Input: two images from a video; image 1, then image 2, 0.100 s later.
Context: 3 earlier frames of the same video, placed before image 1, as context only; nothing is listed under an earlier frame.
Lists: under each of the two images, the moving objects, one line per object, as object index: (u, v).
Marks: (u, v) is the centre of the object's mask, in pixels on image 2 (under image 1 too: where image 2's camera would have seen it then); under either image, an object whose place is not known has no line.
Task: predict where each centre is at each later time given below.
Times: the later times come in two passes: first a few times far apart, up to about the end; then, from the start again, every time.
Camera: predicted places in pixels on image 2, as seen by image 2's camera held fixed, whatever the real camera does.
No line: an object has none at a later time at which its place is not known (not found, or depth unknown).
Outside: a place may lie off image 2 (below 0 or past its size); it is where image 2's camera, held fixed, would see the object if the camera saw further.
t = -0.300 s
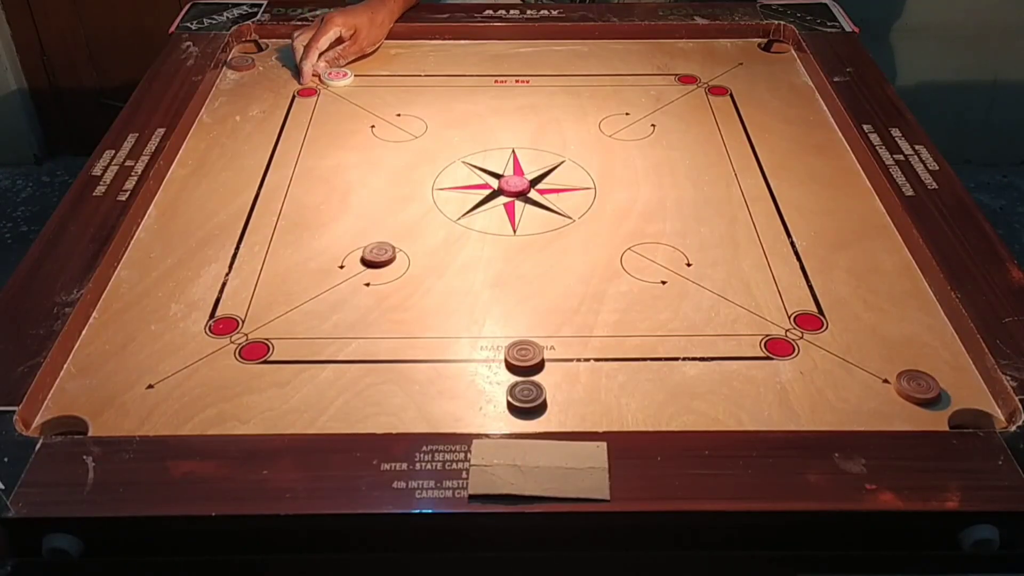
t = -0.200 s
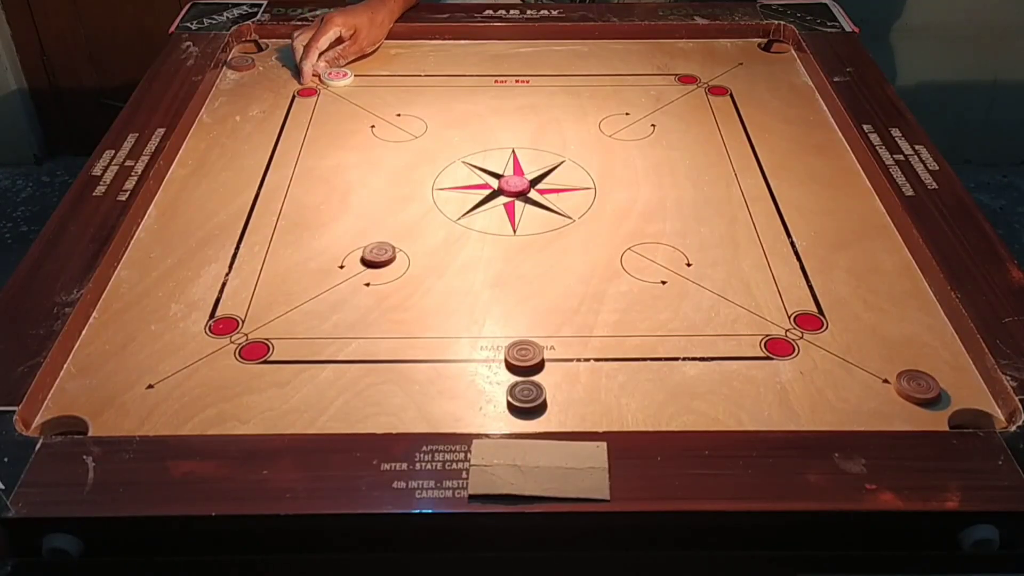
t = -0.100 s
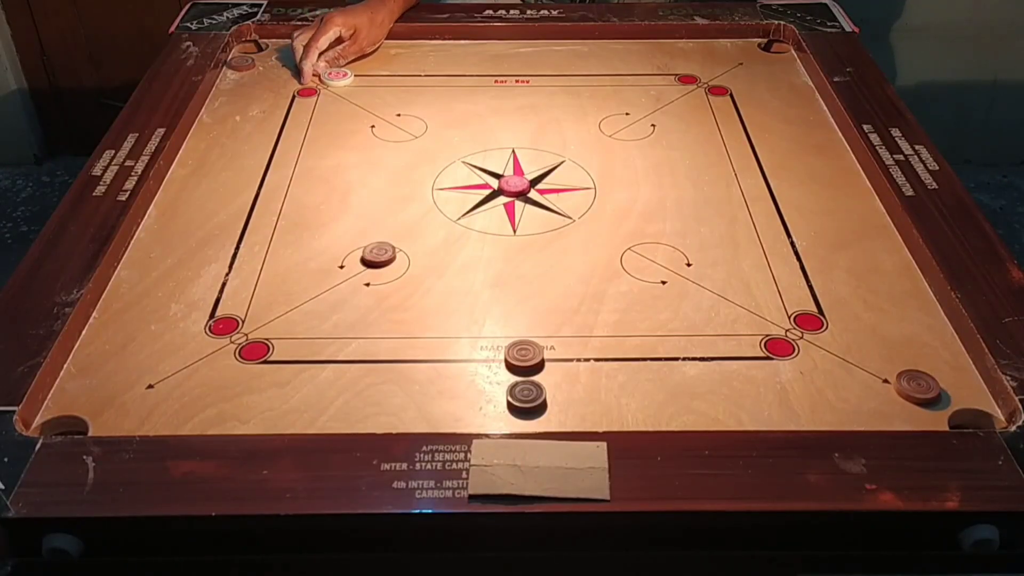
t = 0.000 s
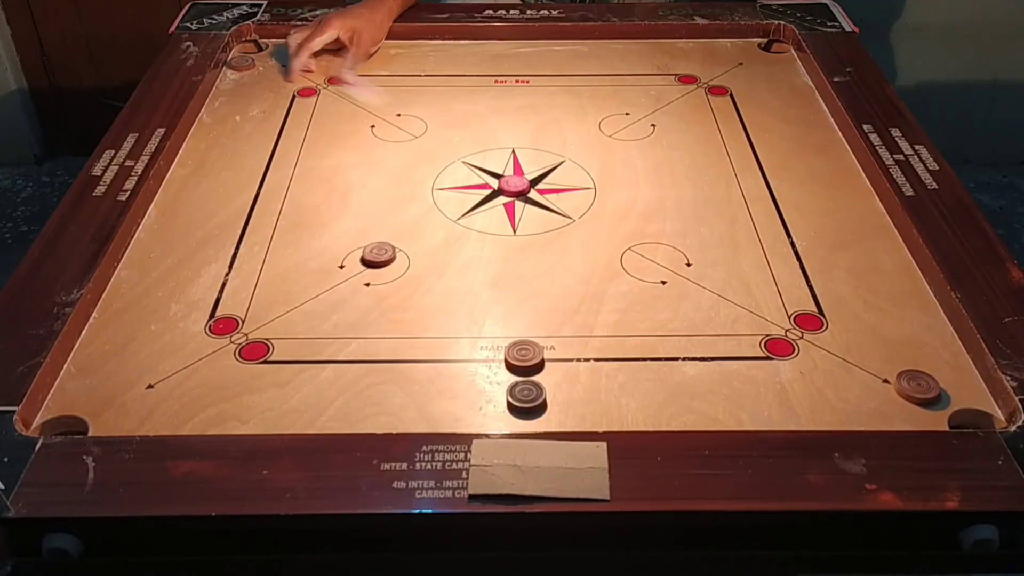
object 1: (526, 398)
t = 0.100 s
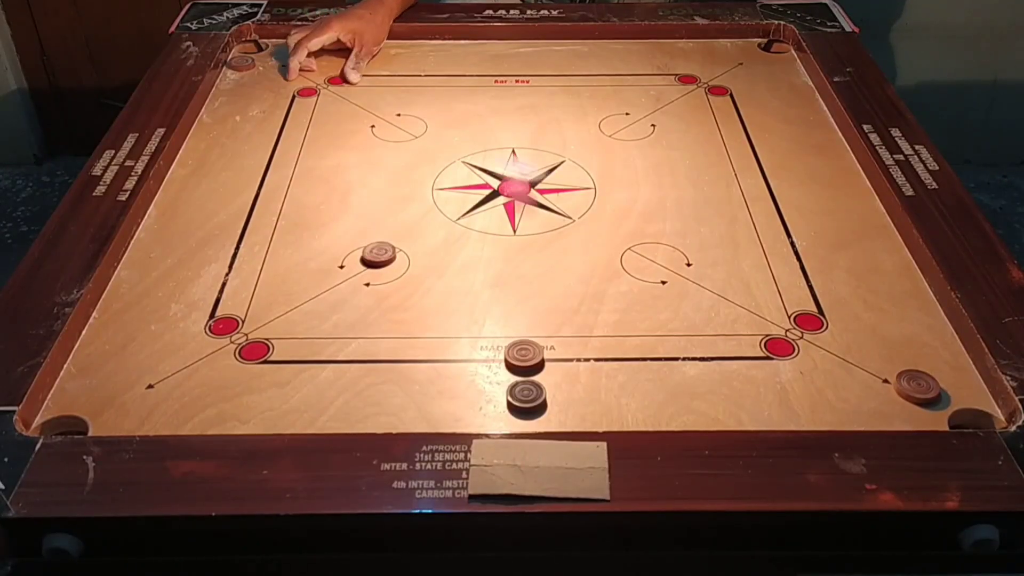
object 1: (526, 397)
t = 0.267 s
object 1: (526, 397)
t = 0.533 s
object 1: (526, 397)
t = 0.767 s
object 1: (396, 359)
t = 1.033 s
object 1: (260, 316)
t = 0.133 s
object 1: (526, 398)
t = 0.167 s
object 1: (526, 398)
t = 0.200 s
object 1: (526, 397)
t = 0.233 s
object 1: (526, 397)
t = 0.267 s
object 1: (526, 397)
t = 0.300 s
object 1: (526, 397)
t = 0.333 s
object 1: (526, 397)
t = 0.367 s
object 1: (526, 397)
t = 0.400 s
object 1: (526, 397)
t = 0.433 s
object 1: (526, 397)
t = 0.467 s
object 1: (526, 397)
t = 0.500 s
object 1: (526, 397)
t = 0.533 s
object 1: (526, 397)
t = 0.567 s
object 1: (526, 397)
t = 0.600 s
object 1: (520, 396)
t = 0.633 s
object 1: (491, 388)
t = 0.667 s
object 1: (465, 381)
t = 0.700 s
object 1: (441, 373)
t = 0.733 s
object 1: (419, 367)
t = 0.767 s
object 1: (396, 359)
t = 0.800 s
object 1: (373, 352)
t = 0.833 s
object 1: (351, 345)
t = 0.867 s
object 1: (332, 338)
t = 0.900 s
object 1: (314, 332)
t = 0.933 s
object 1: (298, 327)
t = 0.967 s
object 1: (283, 323)
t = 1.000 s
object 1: (270, 319)
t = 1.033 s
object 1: (260, 316)
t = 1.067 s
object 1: (250, 313)
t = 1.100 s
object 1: (243, 310)
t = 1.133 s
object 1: (236, 309)
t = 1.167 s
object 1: (230, 308)
